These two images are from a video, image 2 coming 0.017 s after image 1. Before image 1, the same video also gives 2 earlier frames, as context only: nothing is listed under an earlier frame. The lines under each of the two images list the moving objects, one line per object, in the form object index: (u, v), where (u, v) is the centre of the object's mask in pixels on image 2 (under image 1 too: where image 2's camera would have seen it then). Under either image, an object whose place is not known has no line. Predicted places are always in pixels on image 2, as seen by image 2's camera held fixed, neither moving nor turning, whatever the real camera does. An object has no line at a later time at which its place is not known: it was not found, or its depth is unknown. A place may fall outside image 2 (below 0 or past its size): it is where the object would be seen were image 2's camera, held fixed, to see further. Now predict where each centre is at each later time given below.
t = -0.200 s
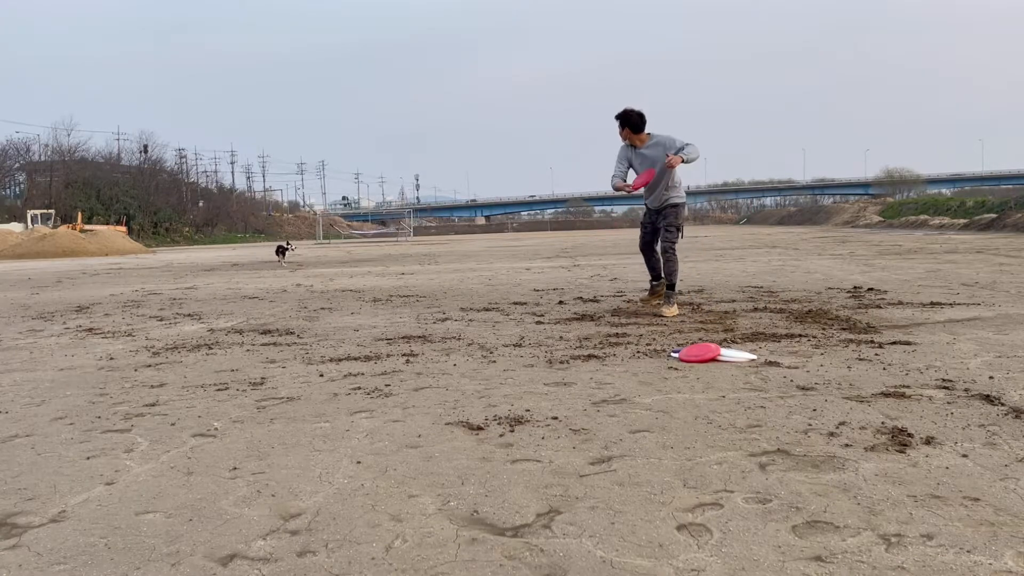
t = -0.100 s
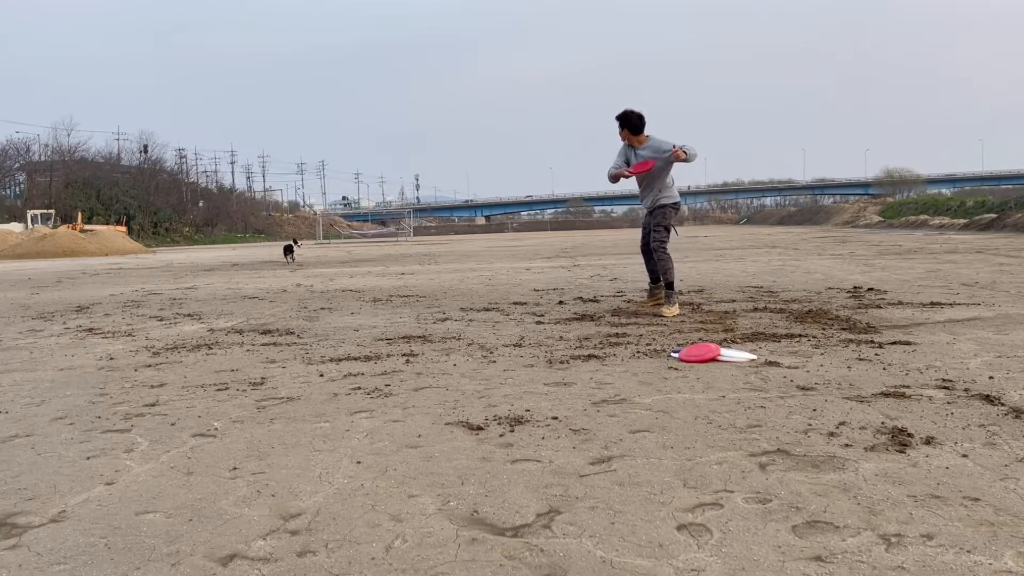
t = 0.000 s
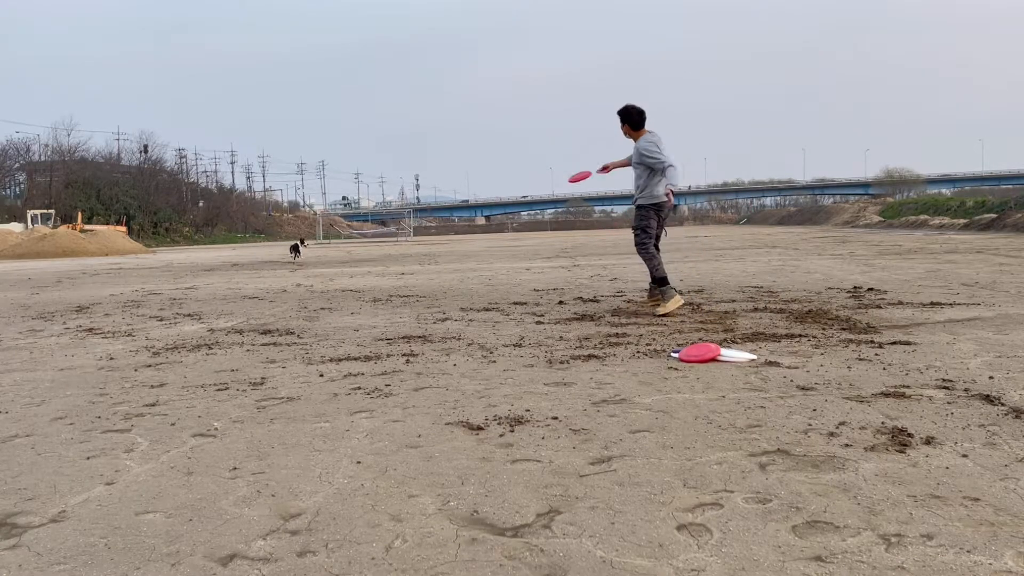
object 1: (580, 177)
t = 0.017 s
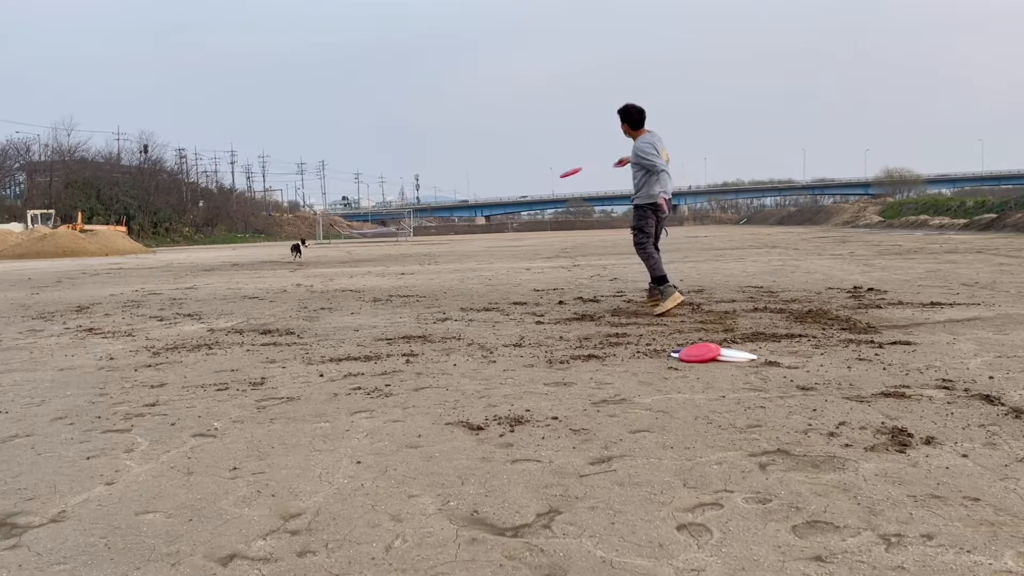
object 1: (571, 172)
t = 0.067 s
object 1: (545, 163)
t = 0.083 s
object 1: (538, 160)
